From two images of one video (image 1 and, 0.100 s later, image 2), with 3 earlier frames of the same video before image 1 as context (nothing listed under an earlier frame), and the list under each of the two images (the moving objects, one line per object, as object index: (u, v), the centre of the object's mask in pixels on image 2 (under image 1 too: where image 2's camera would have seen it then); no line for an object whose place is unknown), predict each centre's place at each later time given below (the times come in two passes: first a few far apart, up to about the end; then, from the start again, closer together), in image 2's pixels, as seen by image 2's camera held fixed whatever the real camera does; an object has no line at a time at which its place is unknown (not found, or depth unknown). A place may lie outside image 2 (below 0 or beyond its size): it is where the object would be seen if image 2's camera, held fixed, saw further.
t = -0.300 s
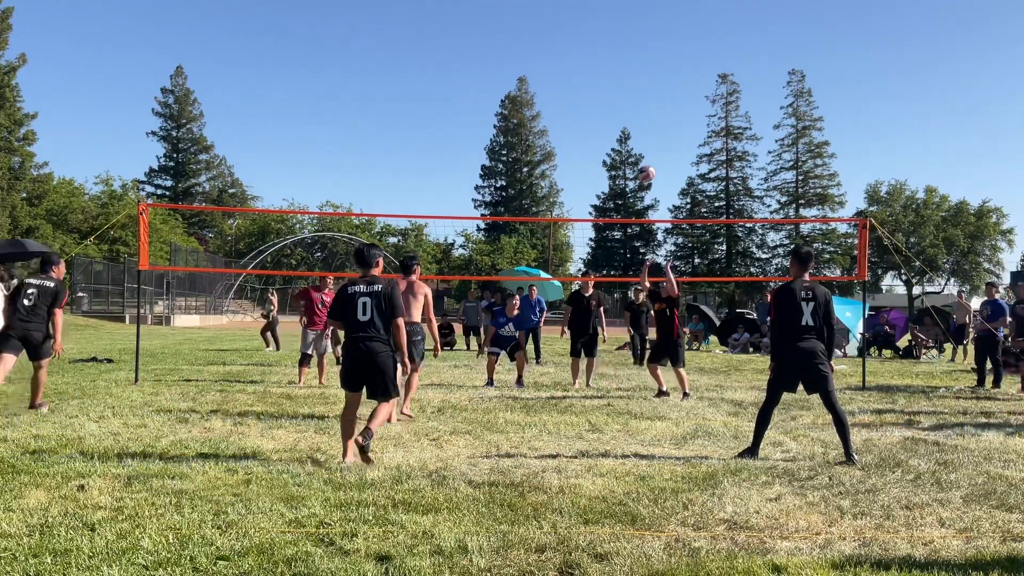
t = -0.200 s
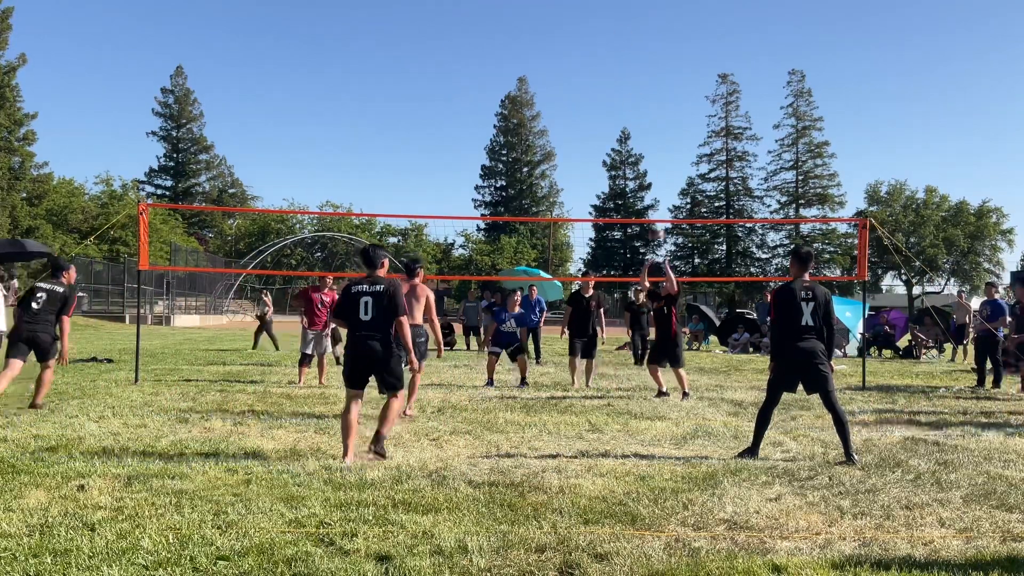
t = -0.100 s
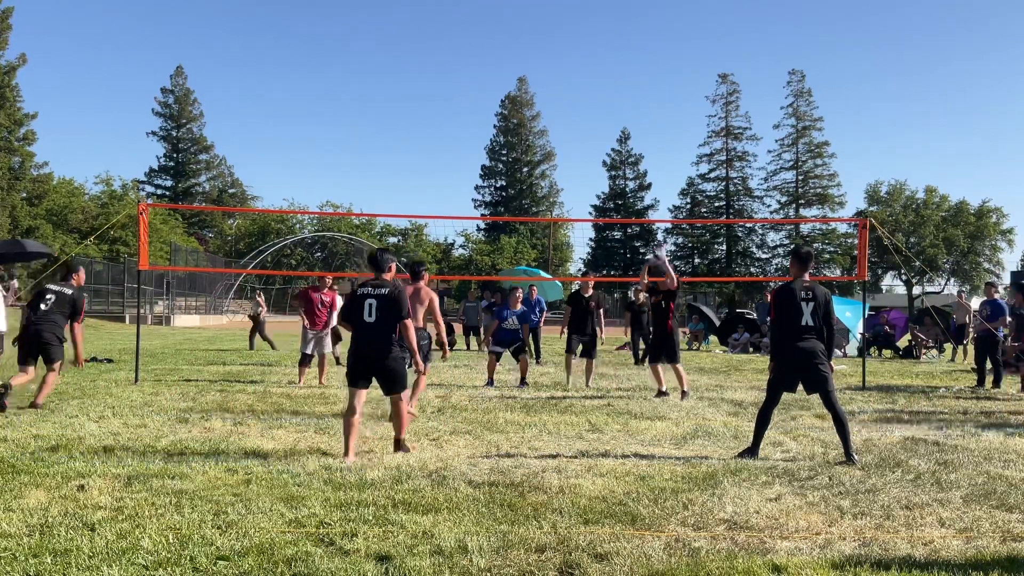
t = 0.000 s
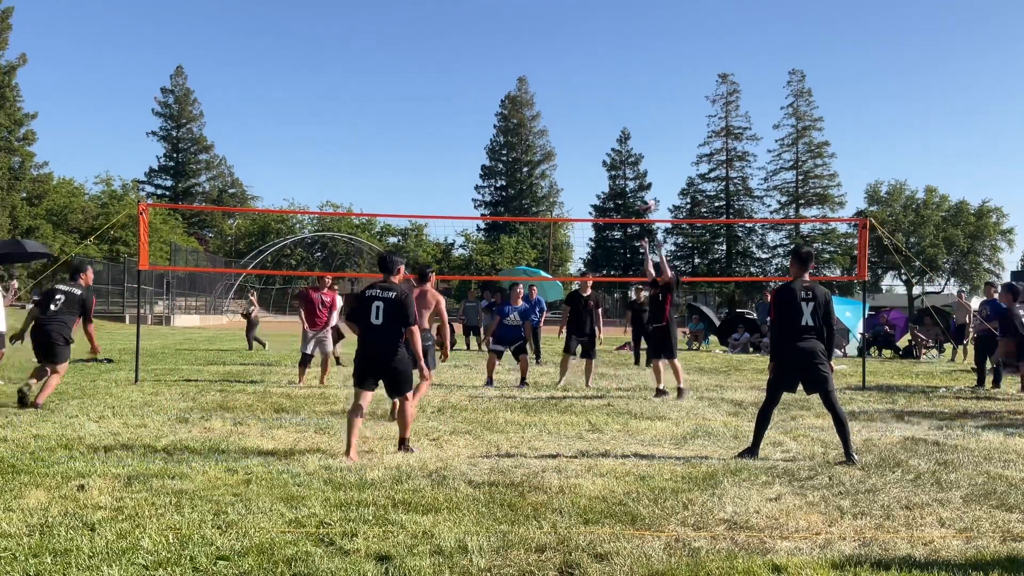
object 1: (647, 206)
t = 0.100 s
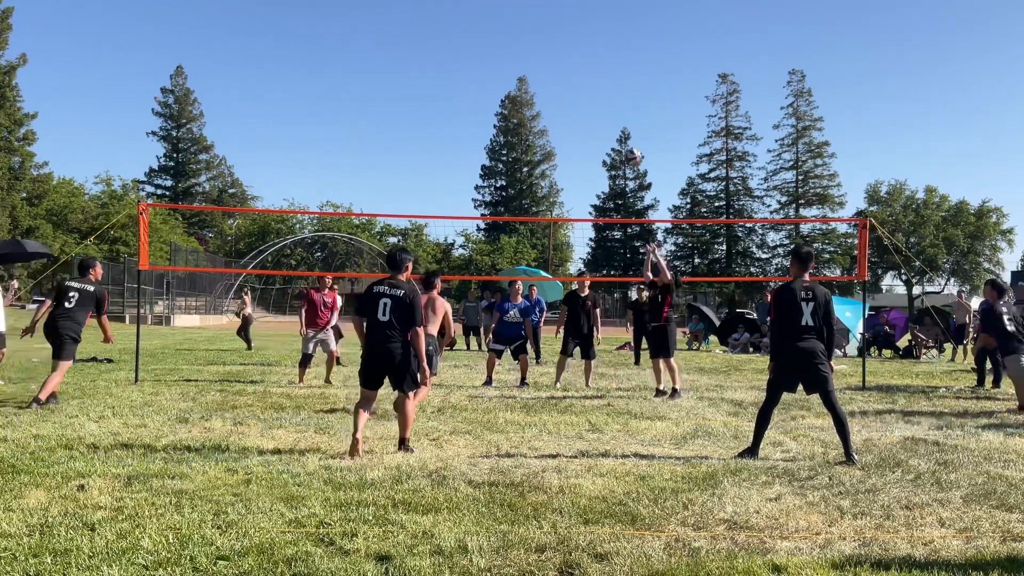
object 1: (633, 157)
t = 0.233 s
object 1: (614, 104)
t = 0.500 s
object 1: (576, 41)
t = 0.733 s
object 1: (543, 33)
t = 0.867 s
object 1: (525, 47)
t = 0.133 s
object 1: (628, 142)
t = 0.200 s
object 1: (619, 116)
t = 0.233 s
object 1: (614, 104)
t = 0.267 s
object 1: (609, 93)
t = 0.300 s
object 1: (605, 83)
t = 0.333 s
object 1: (600, 73)
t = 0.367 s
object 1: (595, 65)
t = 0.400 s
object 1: (590, 58)
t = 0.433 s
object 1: (586, 51)
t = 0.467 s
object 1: (581, 46)
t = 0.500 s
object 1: (576, 41)
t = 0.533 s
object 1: (572, 37)
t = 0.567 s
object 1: (567, 34)
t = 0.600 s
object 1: (562, 32)
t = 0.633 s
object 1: (558, 31)
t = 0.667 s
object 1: (553, 31)
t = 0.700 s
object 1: (548, 31)
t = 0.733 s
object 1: (543, 33)
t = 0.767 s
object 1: (539, 35)
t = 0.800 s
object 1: (534, 38)
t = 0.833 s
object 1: (529, 42)
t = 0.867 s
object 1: (525, 47)
